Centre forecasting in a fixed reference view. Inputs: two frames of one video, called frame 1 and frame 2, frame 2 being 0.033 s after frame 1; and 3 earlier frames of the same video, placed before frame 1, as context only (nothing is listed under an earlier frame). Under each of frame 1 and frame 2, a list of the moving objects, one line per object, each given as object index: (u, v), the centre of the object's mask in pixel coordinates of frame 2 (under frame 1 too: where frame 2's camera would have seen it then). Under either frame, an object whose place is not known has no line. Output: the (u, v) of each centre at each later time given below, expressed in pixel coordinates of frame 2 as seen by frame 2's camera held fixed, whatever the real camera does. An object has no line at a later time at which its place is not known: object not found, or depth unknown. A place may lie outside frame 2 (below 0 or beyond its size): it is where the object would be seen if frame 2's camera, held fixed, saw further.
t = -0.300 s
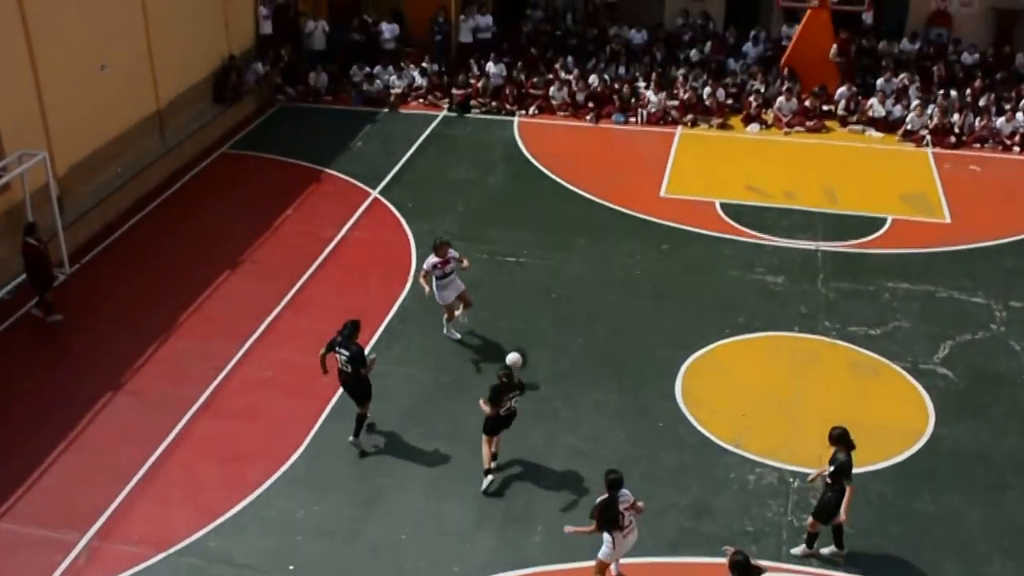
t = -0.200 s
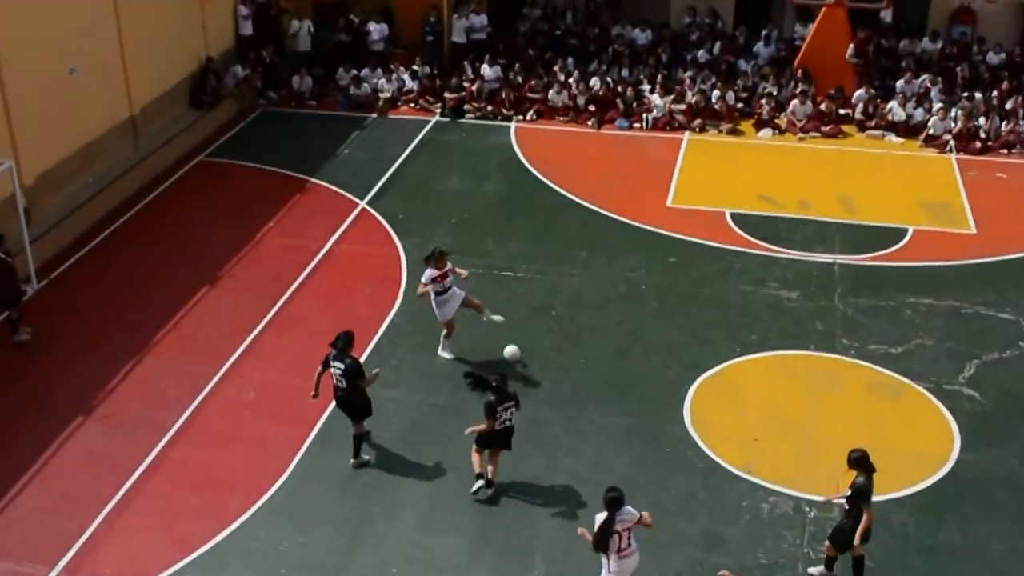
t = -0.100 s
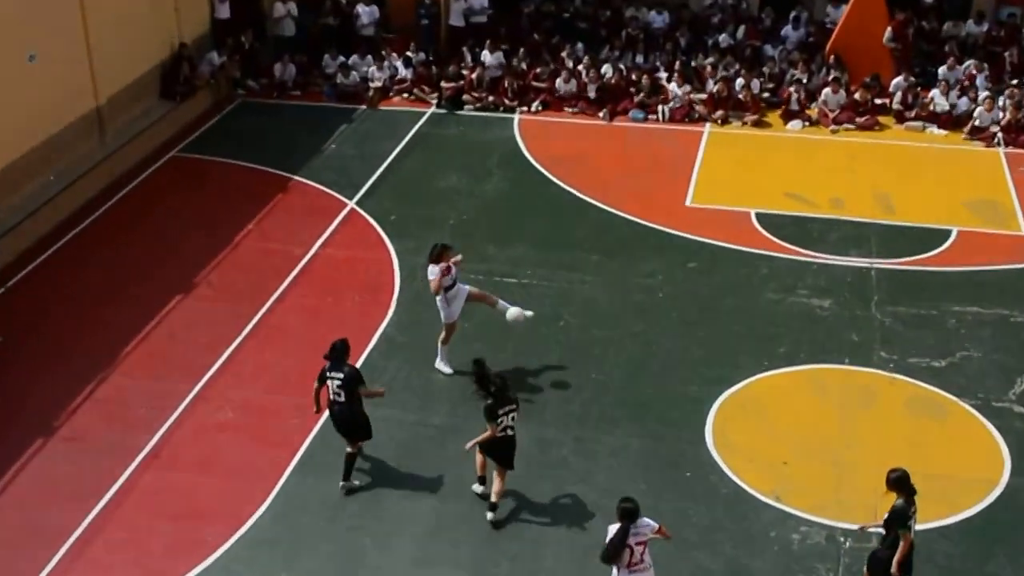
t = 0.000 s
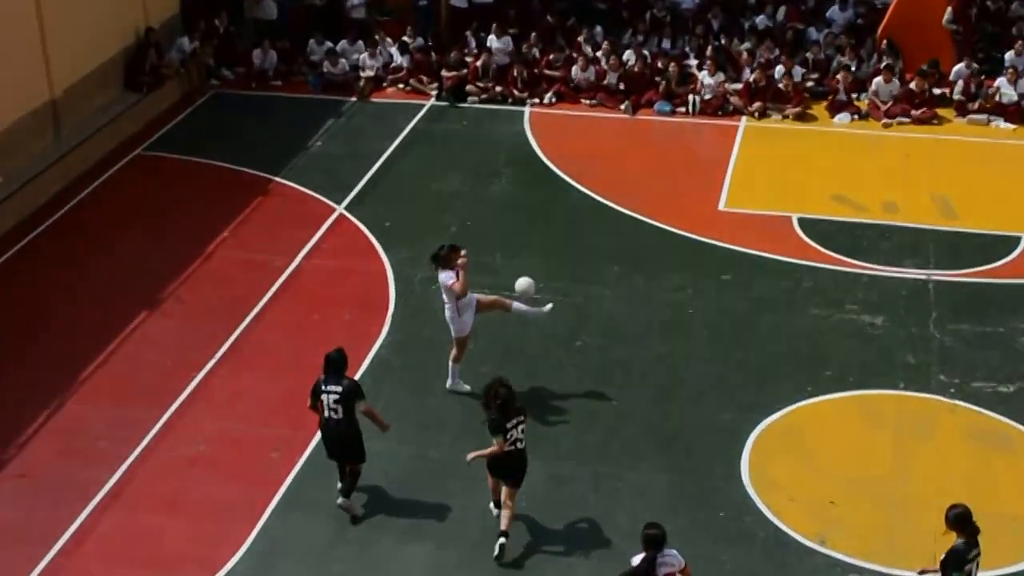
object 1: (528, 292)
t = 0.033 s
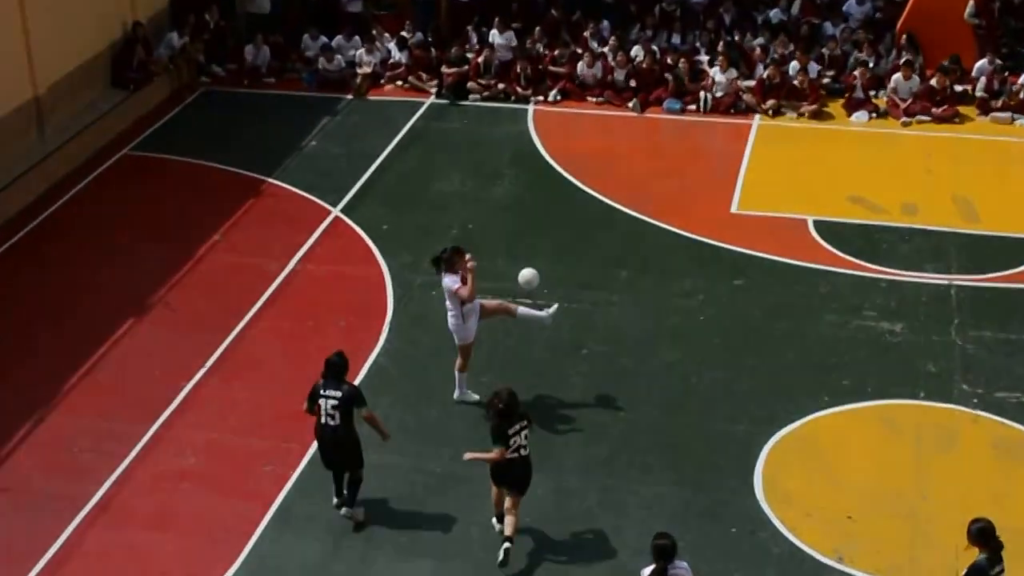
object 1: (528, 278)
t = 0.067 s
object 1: (528, 265)
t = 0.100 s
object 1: (528, 253)
